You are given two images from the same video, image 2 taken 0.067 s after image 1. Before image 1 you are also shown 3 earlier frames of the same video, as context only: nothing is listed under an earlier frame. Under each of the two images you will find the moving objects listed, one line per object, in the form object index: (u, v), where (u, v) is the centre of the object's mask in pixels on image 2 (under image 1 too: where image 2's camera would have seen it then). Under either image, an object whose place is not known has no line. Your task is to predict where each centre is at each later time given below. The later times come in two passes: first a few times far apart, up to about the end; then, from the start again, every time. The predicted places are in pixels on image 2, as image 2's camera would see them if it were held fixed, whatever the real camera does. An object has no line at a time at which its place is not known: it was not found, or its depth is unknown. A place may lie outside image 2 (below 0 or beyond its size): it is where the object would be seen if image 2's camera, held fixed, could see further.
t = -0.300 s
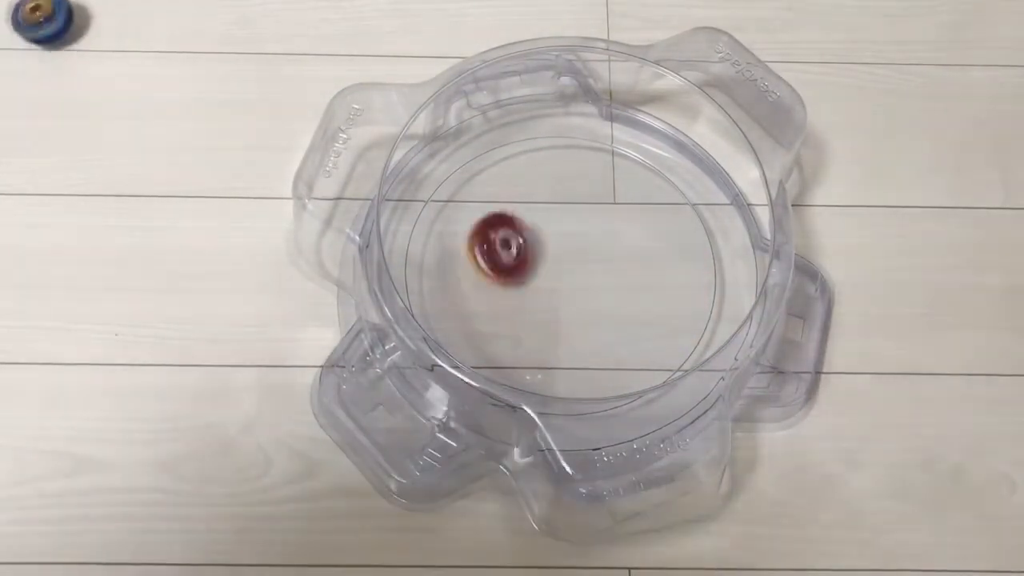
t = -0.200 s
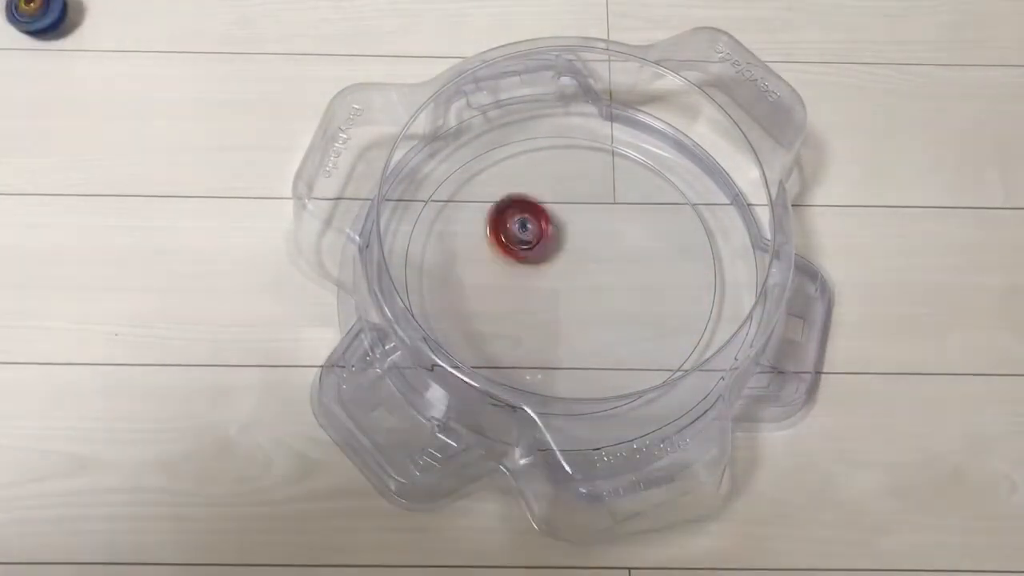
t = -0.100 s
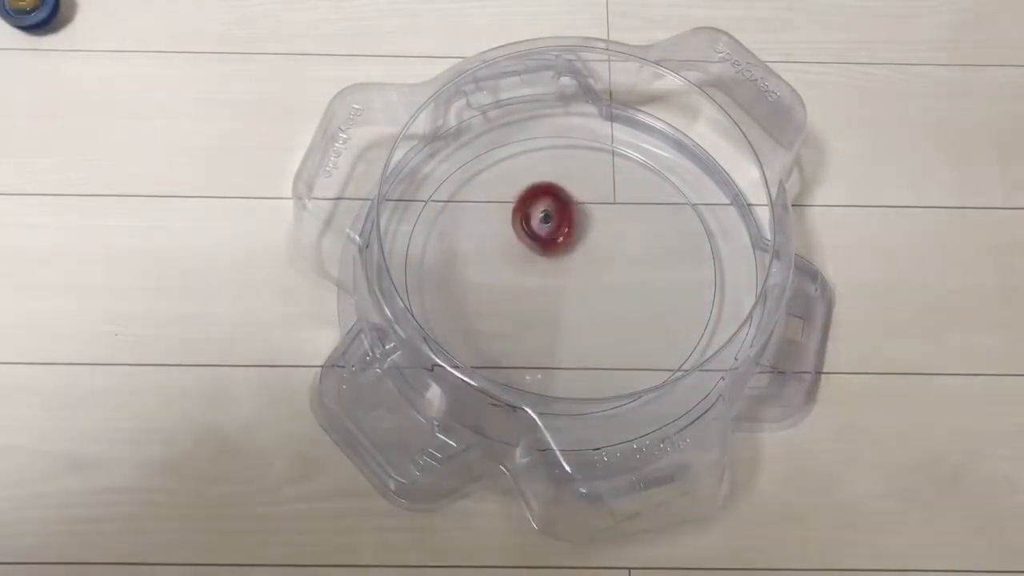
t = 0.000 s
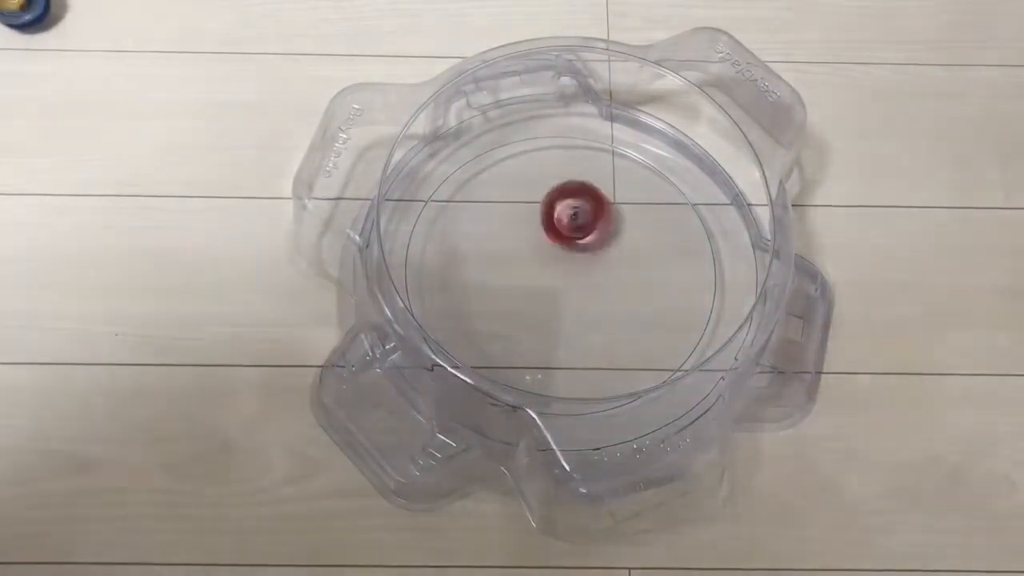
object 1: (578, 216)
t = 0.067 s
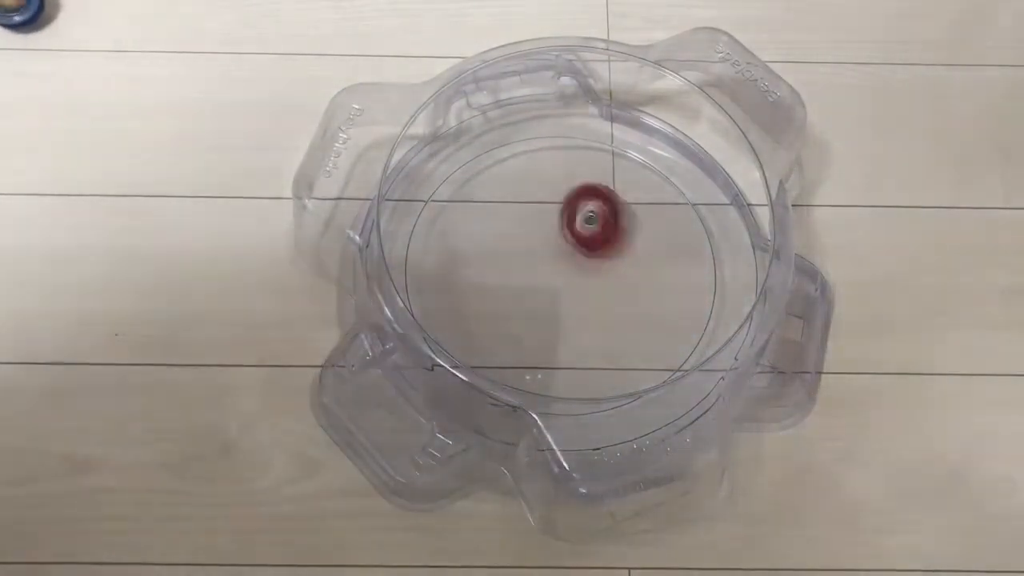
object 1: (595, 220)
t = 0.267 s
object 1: (636, 250)
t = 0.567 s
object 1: (615, 313)
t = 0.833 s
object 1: (541, 307)
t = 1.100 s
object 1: (511, 248)
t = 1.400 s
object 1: (558, 201)
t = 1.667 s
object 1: (602, 233)
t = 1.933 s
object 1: (587, 289)
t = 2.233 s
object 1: (523, 287)
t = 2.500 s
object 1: (506, 236)
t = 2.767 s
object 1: (548, 224)
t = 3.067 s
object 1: (586, 269)
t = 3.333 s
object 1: (544, 298)
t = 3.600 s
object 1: (509, 271)
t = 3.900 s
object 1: (546, 245)
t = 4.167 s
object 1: (583, 280)
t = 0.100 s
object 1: (601, 219)
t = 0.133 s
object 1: (610, 225)
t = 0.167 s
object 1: (618, 232)
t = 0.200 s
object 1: (626, 239)
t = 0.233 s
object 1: (632, 244)
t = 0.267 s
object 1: (636, 250)
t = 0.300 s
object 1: (640, 260)
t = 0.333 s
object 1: (641, 267)
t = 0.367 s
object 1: (643, 274)
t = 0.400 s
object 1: (641, 281)
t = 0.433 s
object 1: (638, 288)
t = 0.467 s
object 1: (635, 296)
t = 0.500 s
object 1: (629, 302)
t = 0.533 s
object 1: (623, 307)
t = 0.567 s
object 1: (615, 313)
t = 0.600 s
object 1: (604, 316)
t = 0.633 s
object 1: (596, 318)
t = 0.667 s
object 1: (588, 319)
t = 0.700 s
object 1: (577, 319)
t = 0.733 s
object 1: (568, 317)
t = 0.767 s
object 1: (558, 315)
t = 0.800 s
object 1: (549, 311)
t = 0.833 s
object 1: (541, 307)
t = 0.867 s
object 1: (532, 301)
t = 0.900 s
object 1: (526, 295)
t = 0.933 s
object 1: (522, 289)
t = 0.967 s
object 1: (517, 280)
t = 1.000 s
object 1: (514, 273)
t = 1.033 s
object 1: (511, 265)
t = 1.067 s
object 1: (511, 256)
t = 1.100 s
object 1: (511, 248)
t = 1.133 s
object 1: (513, 237)
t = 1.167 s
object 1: (516, 232)
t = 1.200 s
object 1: (520, 225)
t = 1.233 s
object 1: (525, 218)
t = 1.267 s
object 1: (531, 212)
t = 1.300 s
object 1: (536, 208)
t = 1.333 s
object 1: (544, 204)
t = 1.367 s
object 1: (551, 201)
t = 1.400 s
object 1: (558, 201)
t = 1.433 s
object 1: (563, 201)
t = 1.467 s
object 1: (570, 200)
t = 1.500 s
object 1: (577, 203)
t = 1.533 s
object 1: (582, 206)
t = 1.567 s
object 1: (585, 210)
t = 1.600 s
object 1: (593, 216)
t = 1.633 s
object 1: (599, 224)
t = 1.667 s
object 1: (602, 233)
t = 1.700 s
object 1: (605, 241)
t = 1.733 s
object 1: (606, 246)
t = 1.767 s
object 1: (606, 252)
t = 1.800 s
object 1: (606, 260)
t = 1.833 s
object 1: (603, 269)
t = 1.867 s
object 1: (598, 276)
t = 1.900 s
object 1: (593, 285)
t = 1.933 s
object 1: (587, 289)
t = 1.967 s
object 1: (584, 291)
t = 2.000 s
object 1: (577, 295)
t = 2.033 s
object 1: (569, 298)
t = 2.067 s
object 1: (560, 298)
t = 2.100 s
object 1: (549, 297)
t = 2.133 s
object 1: (541, 296)
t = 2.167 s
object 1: (536, 295)
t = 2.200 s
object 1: (529, 290)
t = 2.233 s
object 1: (523, 287)
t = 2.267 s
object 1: (516, 281)
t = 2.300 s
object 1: (510, 275)
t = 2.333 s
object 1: (506, 268)
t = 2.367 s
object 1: (504, 263)
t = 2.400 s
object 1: (502, 256)
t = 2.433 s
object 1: (501, 248)
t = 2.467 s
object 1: (503, 244)
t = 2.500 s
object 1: (506, 236)
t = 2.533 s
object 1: (509, 233)
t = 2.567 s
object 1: (512, 228)
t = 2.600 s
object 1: (516, 225)
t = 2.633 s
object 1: (523, 222)
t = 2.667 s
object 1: (531, 219)
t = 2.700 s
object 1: (538, 221)
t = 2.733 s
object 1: (543, 220)
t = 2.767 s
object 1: (548, 224)
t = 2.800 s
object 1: (555, 225)
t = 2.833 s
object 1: (564, 230)
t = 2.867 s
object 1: (572, 236)
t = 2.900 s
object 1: (577, 242)
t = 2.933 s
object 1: (581, 249)
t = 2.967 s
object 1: (584, 255)
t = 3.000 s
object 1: (585, 258)
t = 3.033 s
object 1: (584, 262)
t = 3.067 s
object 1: (586, 269)
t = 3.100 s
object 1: (584, 273)
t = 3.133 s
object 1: (577, 280)
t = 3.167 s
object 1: (573, 286)
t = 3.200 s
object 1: (567, 289)
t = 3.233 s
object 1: (560, 293)
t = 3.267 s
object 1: (557, 294)
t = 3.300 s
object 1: (550, 295)
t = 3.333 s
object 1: (544, 298)
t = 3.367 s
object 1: (537, 296)
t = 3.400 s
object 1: (526, 294)
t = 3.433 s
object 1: (521, 290)
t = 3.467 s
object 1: (517, 286)
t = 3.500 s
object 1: (515, 284)
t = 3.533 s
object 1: (512, 280)
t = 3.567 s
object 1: (508, 274)
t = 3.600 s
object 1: (509, 271)
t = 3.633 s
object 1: (509, 265)
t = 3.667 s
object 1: (511, 262)
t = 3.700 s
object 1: (516, 258)
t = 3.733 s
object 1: (518, 254)
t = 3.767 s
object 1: (523, 249)
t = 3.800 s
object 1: (530, 245)
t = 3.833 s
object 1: (537, 246)
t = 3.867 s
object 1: (542, 244)
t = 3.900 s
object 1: (546, 245)
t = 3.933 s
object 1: (549, 245)
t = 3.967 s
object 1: (553, 247)
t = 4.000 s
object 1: (559, 247)
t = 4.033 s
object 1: (566, 254)
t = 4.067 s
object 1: (572, 260)
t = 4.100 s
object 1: (576, 266)
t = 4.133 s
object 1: (581, 273)
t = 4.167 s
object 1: (583, 280)
